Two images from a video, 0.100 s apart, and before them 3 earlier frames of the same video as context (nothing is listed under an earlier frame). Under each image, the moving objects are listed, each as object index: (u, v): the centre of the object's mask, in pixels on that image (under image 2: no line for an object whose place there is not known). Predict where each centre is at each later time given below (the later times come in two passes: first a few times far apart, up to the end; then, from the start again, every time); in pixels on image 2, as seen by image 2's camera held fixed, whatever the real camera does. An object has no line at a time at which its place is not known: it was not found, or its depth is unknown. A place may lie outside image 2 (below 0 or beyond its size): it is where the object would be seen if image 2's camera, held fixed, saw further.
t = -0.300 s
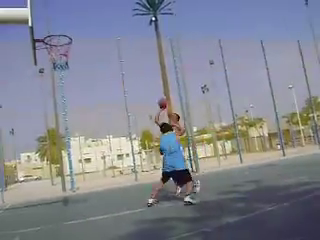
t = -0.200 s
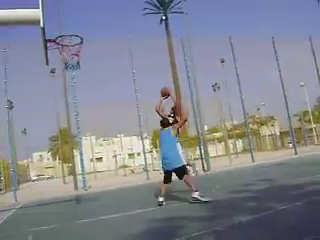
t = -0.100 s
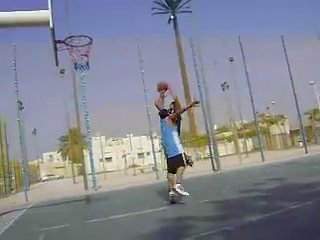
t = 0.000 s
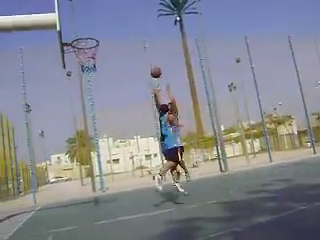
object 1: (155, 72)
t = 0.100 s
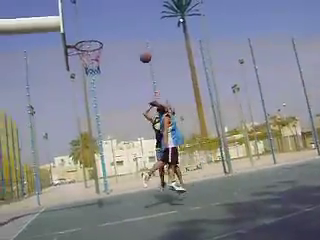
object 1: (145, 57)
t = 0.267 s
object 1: (122, 37)
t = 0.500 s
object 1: (88, 31)
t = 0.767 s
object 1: (97, 50)
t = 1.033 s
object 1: (100, 61)
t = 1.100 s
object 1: (98, 66)
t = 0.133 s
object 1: (141, 52)
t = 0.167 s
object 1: (136, 47)
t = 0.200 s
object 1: (131, 44)
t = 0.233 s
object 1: (126, 41)
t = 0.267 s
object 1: (122, 37)
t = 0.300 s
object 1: (118, 35)
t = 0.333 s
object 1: (113, 33)
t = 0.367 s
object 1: (108, 31)
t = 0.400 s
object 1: (103, 30)
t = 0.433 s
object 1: (98, 30)
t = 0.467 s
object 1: (94, 30)
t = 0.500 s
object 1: (88, 31)
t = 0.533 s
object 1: (83, 32)
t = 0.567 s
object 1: (79, 33)
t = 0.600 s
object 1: (73, 35)
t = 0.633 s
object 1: (75, 37)
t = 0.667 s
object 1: (80, 39)
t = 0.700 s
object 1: (85, 42)
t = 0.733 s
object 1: (91, 46)
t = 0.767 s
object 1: (97, 50)
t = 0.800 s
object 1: (99, 52)
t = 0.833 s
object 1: (100, 52)
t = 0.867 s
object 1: (100, 53)
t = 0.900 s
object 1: (99, 54)
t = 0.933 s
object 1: (100, 55)
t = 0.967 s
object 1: (101, 56)
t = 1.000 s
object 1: (98, 57)
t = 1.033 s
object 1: (100, 61)
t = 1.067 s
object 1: (99, 63)
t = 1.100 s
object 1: (98, 66)
